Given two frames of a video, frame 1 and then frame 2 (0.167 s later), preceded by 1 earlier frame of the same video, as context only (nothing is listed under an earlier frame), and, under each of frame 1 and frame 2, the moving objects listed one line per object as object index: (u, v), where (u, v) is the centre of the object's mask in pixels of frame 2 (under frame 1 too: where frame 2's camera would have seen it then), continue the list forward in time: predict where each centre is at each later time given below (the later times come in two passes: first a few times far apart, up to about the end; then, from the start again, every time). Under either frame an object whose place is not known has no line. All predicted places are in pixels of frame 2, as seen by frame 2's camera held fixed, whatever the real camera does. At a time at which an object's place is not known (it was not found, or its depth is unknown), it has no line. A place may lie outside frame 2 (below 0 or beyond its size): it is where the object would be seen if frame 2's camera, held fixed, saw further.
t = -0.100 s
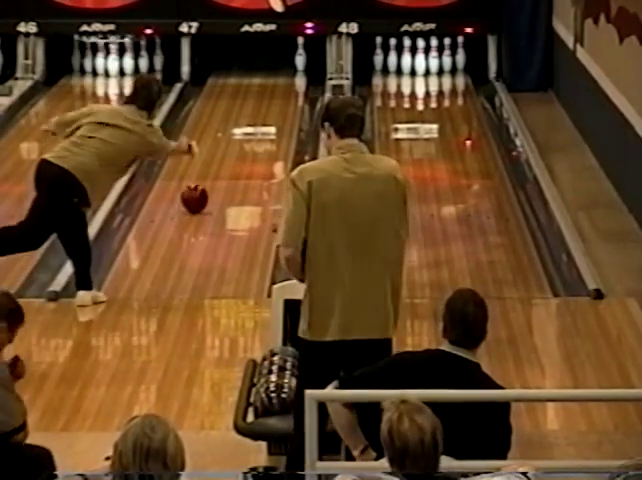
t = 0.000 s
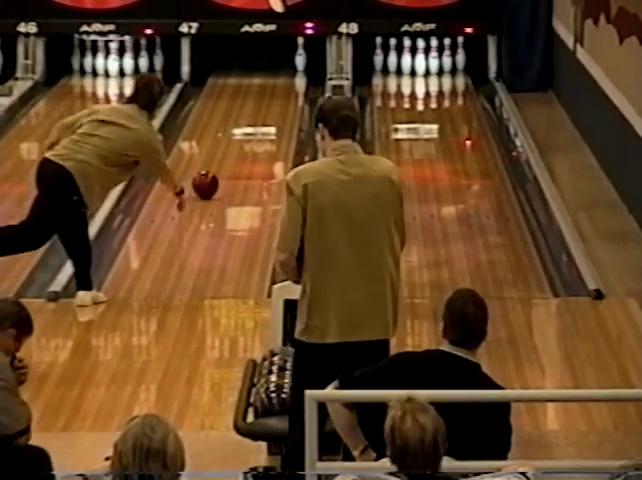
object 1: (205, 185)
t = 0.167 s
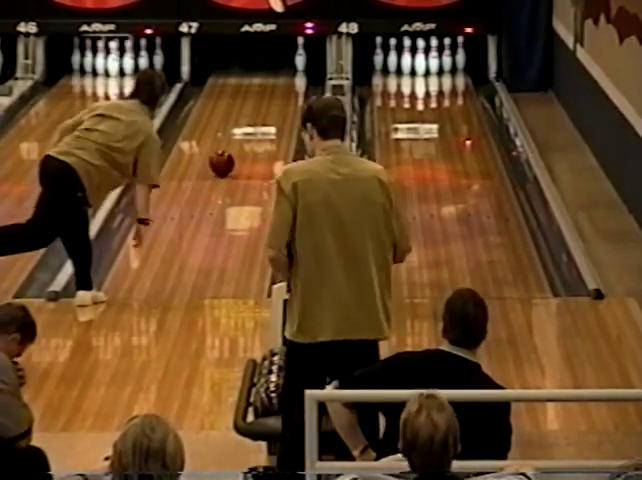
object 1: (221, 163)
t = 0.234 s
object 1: (227, 156)
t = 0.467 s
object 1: (247, 131)
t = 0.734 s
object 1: (265, 107)
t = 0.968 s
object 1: (278, 88)
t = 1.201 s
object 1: (288, 72)
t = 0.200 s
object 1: (225, 159)
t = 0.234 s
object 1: (227, 156)
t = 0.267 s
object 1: (231, 152)
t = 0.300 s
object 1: (233, 148)
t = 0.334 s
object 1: (236, 145)
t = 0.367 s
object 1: (239, 140)
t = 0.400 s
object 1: (241, 138)
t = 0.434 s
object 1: (244, 134)
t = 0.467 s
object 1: (247, 131)
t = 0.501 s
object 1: (249, 127)
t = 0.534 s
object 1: (252, 124)
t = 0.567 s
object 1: (254, 121)
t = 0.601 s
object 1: (256, 118)
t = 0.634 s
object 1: (259, 115)
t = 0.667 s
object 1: (260, 113)
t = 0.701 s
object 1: (263, 109)
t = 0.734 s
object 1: (265, 107)
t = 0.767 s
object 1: (267, 103)
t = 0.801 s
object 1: (268, 100)
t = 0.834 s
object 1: (270, 98)
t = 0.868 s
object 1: (272, 95)
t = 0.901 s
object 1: (274, 92)
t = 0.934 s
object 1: (276, 90)
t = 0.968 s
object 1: (278, 88)
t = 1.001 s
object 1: (280, 85)
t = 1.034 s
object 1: (281, 83)
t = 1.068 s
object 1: (283, 81)
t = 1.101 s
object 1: (284, 79)
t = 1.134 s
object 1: (285, 76)
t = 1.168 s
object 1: (287, 74)
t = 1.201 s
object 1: (288, 72)
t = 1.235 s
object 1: (289, 70)
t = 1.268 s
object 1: (290, 68)
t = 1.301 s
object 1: (292, 67)
